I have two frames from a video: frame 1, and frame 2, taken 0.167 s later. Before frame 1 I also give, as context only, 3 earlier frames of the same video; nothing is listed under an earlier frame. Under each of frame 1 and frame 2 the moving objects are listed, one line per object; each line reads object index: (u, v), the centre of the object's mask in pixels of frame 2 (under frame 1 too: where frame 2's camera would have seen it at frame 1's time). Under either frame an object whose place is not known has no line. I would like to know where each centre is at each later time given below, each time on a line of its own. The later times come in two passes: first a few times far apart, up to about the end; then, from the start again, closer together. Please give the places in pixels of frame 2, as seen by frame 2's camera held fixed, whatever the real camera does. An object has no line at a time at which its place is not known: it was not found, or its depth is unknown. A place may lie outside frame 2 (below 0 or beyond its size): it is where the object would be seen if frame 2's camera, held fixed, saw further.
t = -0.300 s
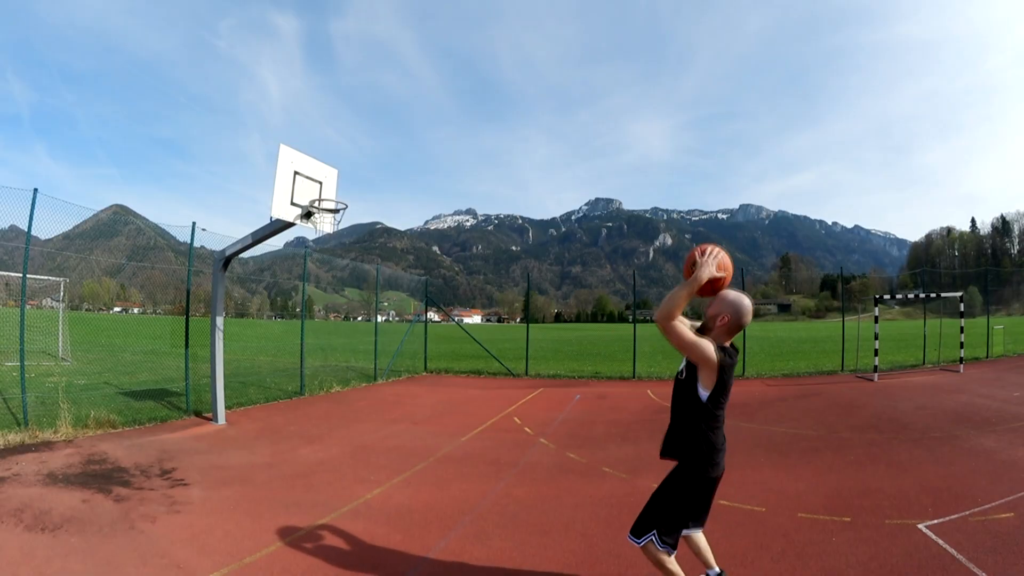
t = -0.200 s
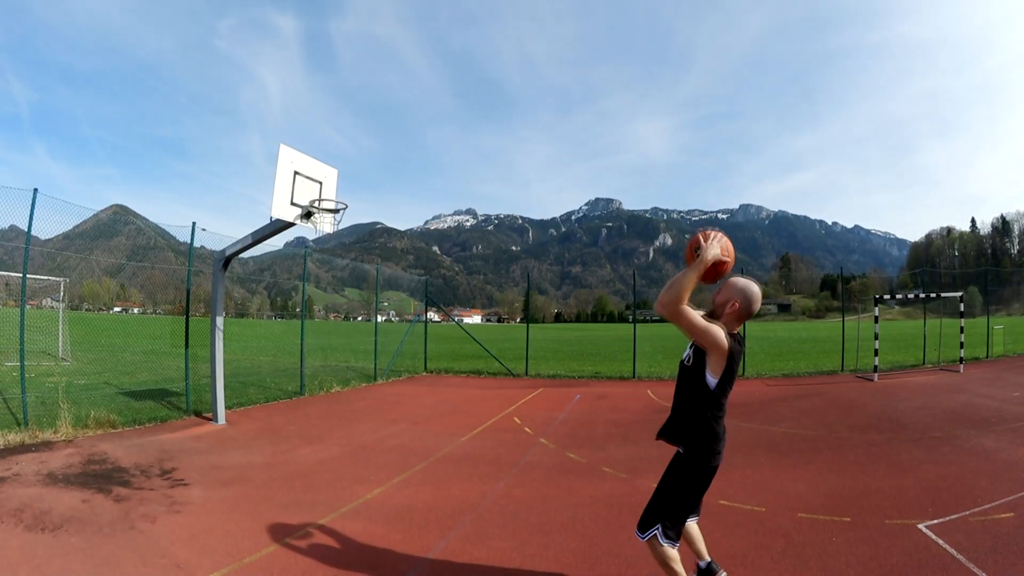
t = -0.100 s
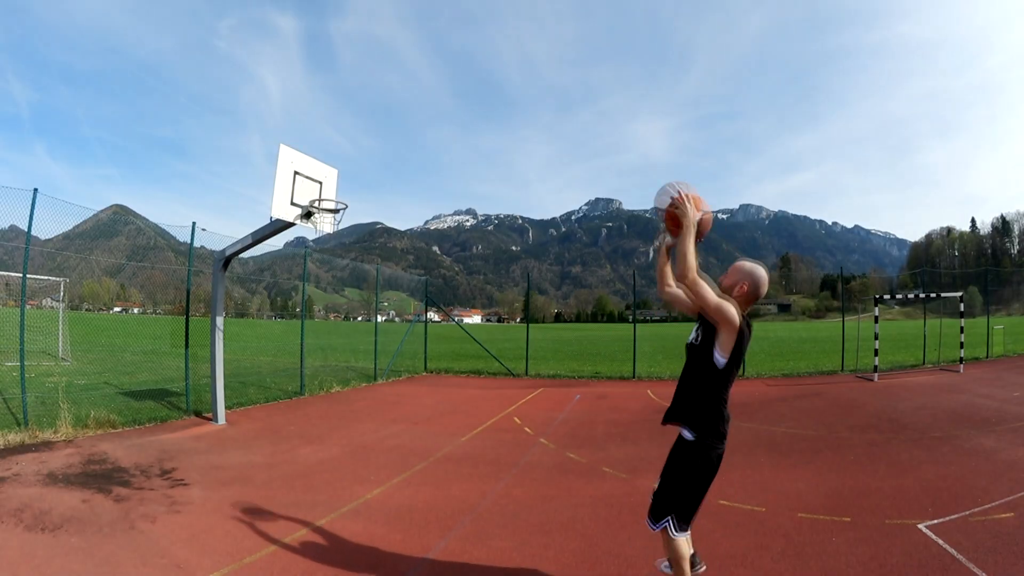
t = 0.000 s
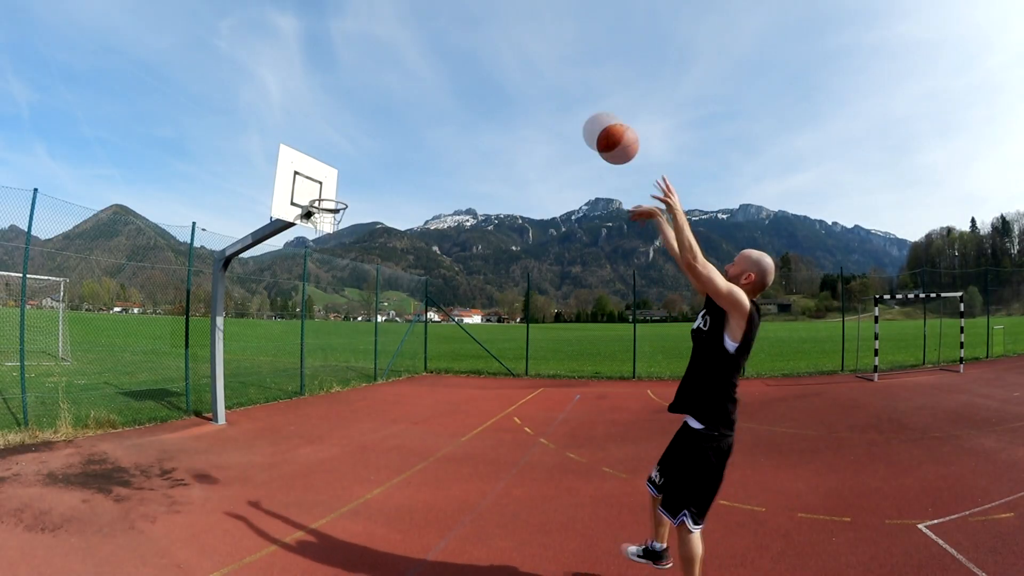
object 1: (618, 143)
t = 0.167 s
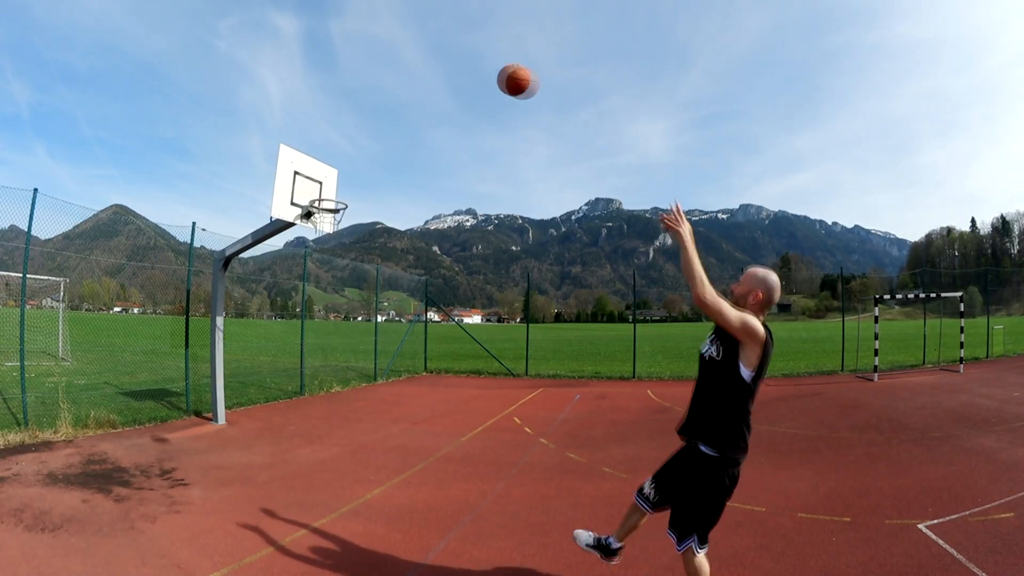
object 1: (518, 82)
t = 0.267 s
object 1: (476, 71)
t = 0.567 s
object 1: (391, 103)
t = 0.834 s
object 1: (339, 179)
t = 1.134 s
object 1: (319, 216)
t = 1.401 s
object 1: (300, 252)
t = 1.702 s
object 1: (277, 375)
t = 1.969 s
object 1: (267, 398)
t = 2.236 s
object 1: (262, 318)
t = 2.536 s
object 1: (256, 301)
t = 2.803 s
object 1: (250, 358)
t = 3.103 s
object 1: (246, 440)
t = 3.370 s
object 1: (231, 367)
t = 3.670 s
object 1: (219, 366)
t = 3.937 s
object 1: (211, 437)
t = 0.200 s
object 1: (504, 77)
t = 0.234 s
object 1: (488, 73)
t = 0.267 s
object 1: (476, 71)
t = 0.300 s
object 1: (463, 71)
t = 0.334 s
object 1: (453, 71)
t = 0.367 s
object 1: (443, 74)
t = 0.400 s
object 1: (435, 76)
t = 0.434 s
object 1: (424, 80)
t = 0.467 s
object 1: (415, 85)
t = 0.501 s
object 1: (408, 89)
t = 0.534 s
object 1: (399, 96)
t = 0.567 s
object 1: (391, 103)
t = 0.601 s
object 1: (385, 110)
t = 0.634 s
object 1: (377, 119)
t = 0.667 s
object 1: (369, 128)
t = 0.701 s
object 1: (365, 135)
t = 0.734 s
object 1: (357, 146)
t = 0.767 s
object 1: (351, 156)
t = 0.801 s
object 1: (346, 166)
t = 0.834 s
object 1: (339, 179)
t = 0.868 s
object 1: (333, 191)
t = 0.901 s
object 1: (328, 202)
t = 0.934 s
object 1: (327, 203)
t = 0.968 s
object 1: (327, 203)
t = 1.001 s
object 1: (330, 205)
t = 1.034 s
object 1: (333, 209)
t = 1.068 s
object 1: (328, 211)
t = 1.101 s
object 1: (323, 214)
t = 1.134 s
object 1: (319, 216)
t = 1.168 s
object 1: (316, 217)
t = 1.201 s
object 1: (314, 220)
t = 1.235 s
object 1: (312, 223)
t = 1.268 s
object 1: (310, 228)
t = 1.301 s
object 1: (308, 232)
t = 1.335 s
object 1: (306, 238)
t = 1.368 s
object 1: (303, 245)
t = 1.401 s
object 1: (300, 252)
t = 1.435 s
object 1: (297, 262)
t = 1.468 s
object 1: (294, 274)
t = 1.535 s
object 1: (289, 295)
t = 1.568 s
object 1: (287, 311)
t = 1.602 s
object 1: (284, 321)
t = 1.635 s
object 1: (282, 339)
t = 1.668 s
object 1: (279, 359)
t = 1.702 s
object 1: (277, 375)
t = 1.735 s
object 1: (276, 393)
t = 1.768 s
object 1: (274, 416)
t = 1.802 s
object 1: (273, 428)
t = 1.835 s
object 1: (273, 455)
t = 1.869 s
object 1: (271, 443)
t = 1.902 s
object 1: (270, 429)
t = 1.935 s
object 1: (268, 415)
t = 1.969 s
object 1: (267, 398)
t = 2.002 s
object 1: (266, 386)
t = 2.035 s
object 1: (265, 375)
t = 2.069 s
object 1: (264, 361)
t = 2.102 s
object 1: (264, 351)
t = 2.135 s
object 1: (263, 342)
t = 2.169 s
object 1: (262, 331)
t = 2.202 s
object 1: (262, 326)
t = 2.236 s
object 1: (262, 318)
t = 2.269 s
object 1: (261, 311)
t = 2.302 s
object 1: (261, 307)
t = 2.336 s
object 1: (260, 303)
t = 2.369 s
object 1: (260, 300)
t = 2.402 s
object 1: (259, 298)
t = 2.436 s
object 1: (258, 297)
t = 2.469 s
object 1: (258, 298)
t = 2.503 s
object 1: (257, 299)
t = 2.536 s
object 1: (256, 301)
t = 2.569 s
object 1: (255, 304)
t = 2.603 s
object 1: (255, 308)
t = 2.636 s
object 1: (254, 314)
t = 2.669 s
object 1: (253, 321)
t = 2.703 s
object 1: (252, 328)
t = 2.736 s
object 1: (251, 336)
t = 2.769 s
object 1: (250, 347)
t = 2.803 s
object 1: (250, 358)
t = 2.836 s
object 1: (249, 369)
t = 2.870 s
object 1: (249, 384)
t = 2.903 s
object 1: (249, 396)
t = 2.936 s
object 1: (248, 410)
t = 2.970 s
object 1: (248, 429)
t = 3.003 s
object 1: (249, 444)
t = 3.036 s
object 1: (250, 459)
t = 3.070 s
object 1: (247, 452)
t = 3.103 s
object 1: (246, 440)
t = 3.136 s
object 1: (243, 429)
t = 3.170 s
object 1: (241, 416)
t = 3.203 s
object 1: (240, 406)
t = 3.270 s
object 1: (236, 387)
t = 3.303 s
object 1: (234, 380)
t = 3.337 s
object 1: (233, 374)
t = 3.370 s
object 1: (231, 367)
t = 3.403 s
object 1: (230, 363)
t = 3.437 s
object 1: (229, 360)
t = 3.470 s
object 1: (227, 357)
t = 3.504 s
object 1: (226, 356)
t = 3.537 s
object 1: (224, 356)
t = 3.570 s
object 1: (223, 356)
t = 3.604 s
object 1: (222, 358)
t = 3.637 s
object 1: (220, 361)
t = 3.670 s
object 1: (219, 366)
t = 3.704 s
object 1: (217, 371)
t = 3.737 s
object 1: (216, 376)
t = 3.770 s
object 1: (215, 385)
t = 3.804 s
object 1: (214, 393)
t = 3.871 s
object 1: (212, 415)
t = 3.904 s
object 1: (211, 425)
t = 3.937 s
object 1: (211, 437)
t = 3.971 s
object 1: (211, 453)
